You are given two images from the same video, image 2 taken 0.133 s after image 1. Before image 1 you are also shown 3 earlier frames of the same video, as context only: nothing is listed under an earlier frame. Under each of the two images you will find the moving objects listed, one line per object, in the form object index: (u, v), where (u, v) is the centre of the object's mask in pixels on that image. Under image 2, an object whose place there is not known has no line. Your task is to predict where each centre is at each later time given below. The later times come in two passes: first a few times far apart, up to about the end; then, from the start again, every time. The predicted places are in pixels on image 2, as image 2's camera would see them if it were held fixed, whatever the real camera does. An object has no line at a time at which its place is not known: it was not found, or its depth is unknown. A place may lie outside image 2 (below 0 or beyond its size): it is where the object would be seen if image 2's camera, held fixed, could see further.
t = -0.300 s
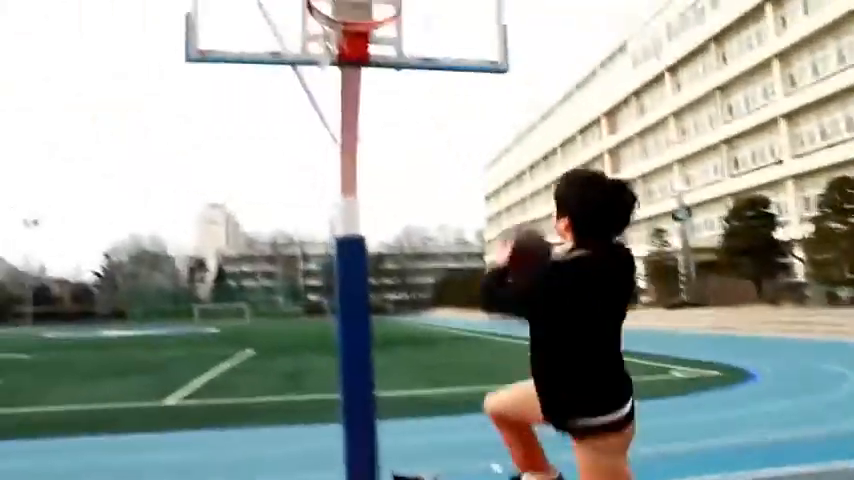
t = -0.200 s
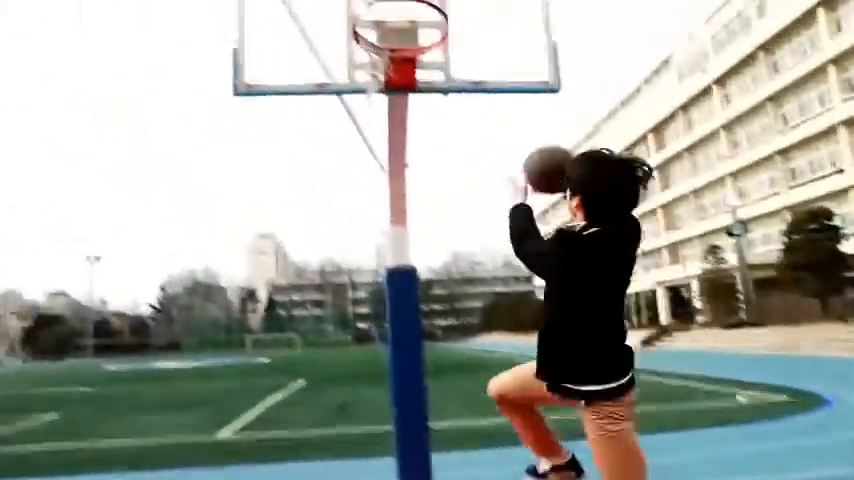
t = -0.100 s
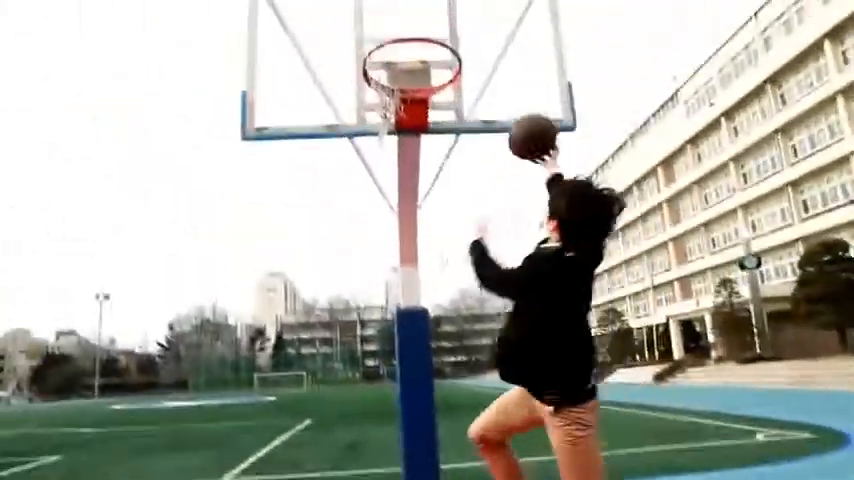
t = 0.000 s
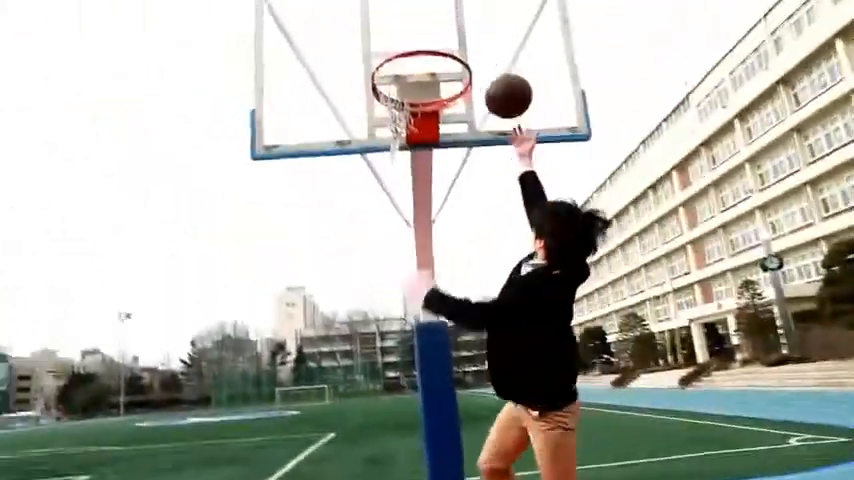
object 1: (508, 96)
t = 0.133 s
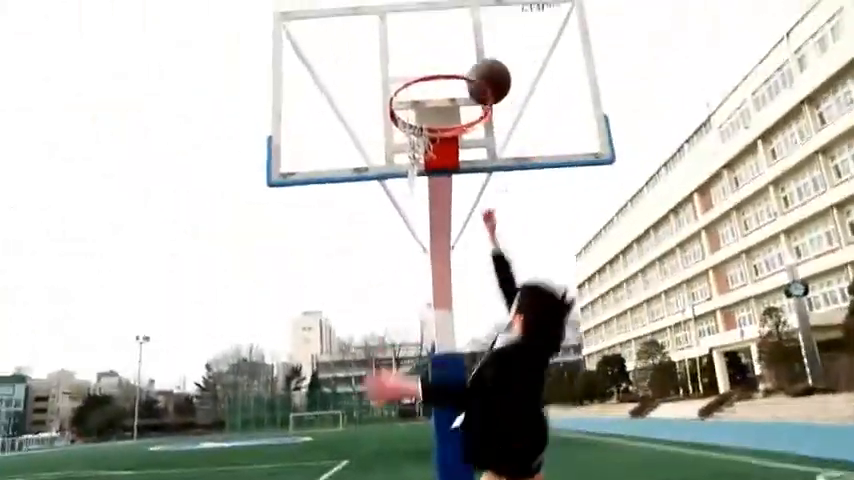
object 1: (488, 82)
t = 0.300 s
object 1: (453, 59)
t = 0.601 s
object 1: (448, 118)
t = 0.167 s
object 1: (481, 75)
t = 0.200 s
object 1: (473, 67)
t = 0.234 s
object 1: (467, 63)
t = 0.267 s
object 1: (460, 61)
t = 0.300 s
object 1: (453, 59)
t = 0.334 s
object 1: (446, 58)
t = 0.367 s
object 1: (440, 59)
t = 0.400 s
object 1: (434, 61)
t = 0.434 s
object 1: (427, 71)
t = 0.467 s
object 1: (425, 78)
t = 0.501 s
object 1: (430, 87)
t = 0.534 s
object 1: (437, 100)
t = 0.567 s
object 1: (442, 106)
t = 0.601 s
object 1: (448, 118)
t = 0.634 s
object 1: (447, 123)
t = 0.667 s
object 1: (444, 128)
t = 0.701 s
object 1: (440, 133)
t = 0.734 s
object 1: (435, 142)
